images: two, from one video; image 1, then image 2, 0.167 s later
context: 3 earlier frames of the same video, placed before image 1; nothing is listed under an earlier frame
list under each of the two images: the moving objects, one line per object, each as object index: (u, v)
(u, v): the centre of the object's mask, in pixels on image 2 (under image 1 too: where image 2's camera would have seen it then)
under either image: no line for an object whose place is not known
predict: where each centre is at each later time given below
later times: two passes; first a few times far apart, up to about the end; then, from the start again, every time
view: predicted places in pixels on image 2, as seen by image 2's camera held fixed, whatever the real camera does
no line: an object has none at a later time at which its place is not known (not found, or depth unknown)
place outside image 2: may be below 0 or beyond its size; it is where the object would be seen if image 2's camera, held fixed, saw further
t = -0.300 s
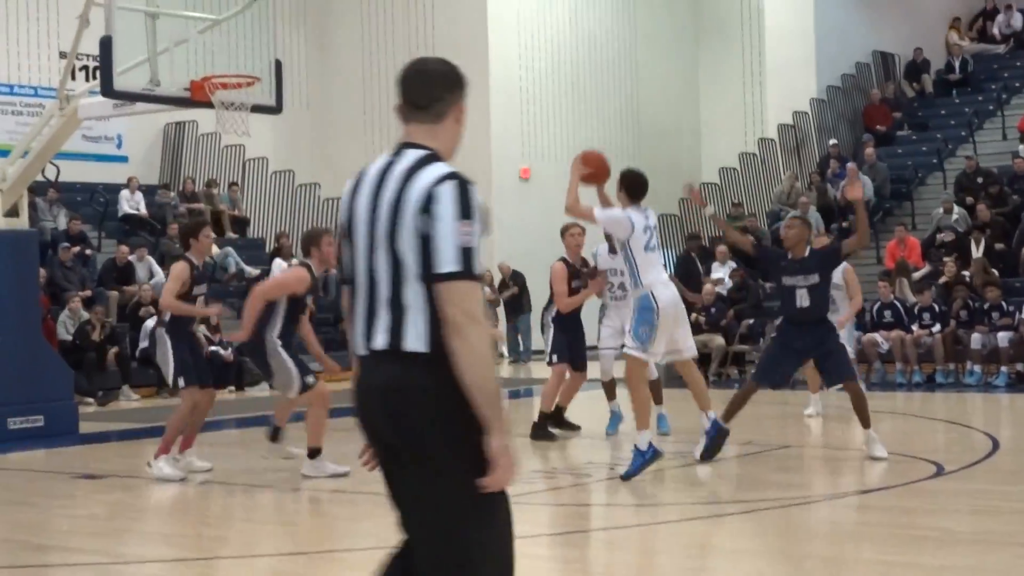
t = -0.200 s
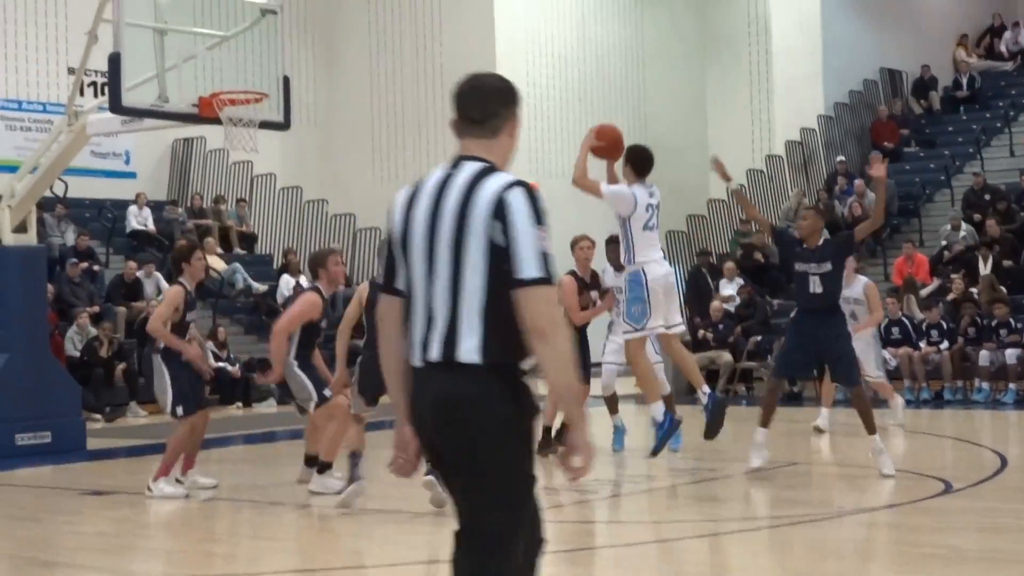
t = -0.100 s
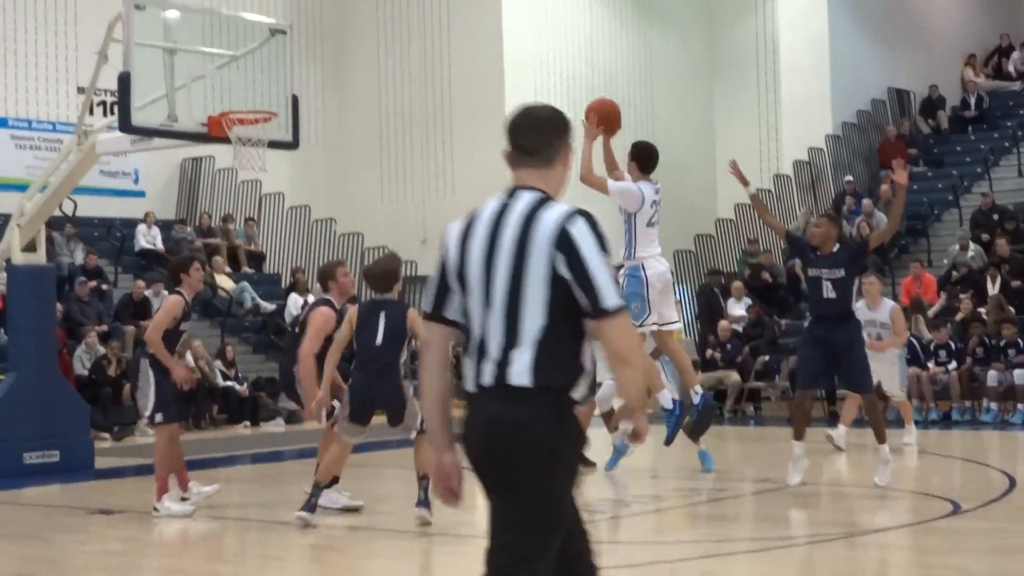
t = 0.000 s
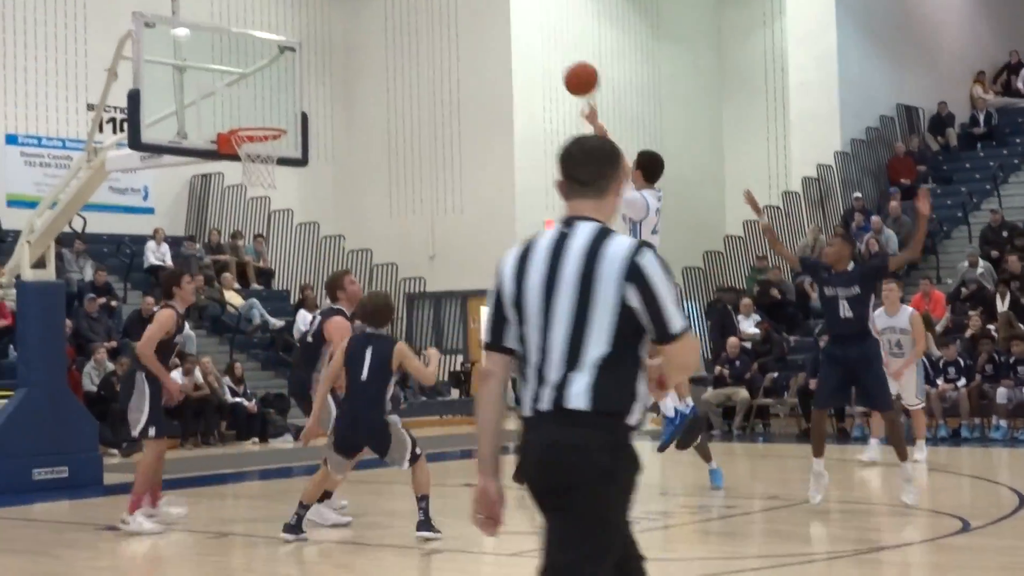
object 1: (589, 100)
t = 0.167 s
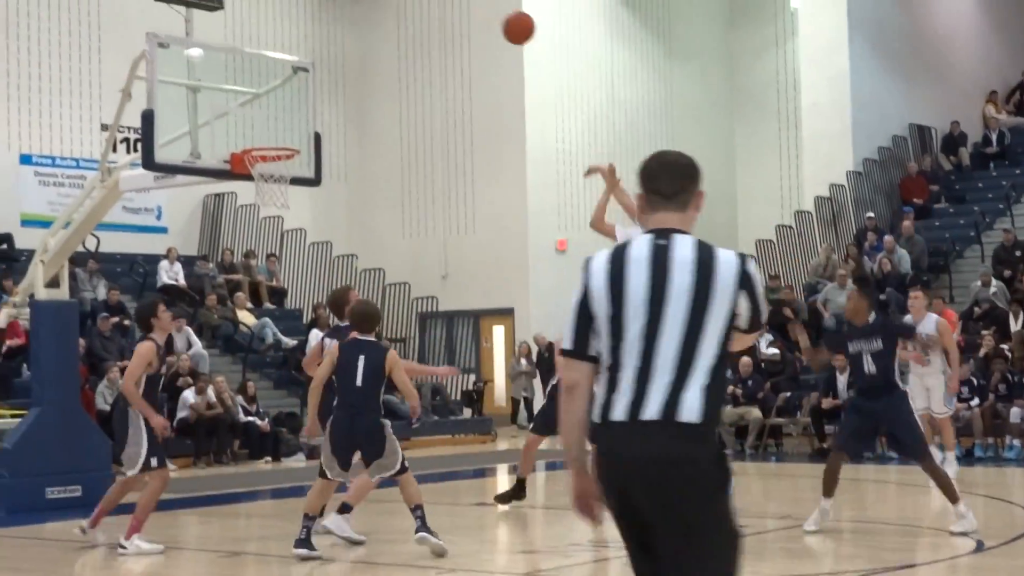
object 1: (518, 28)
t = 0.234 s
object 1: (492, 11)
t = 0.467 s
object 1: (404, 2)
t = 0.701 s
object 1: (327, 60)
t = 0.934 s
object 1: (264, 142)
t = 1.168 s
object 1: (296, 184)
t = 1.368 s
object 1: (308, 223)
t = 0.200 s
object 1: (505, 19)
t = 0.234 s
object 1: (492, 11)
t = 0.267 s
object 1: (479, 6)
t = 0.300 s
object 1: (466, 2)
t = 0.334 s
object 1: (454, -1)
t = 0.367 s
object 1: (441, -2)
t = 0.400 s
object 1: (428, -3)
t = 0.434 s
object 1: (416, -1)
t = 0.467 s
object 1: (404, 2)
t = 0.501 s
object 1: (392, 7)
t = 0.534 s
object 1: (381, 12)
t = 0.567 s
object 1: (370, 19)
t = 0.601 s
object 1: (359, 27)
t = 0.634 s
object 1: (348, 37)
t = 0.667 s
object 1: (337, 48)
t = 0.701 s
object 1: (327, 60)
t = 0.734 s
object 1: (316, 73)
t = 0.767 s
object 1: (306, 88)
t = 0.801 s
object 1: (296, 104)
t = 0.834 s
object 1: (286, 120)
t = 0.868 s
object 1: (277, 136)
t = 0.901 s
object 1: (272, 139)
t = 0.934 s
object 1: (264, 142)
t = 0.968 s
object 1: (257, 145)
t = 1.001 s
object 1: (270, 161)
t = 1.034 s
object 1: (275, 164)
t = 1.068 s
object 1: (282, 171)
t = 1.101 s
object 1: (288, 177)
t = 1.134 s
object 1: (293, 181)
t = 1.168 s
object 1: (296, 184)
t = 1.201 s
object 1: (298, 187)
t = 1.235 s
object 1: (299, 191)
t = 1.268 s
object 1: (301, 196)
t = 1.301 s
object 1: (303, 204)
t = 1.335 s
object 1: (305, 212)
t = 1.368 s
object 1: (308, 223)
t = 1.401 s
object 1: (310, 234)
